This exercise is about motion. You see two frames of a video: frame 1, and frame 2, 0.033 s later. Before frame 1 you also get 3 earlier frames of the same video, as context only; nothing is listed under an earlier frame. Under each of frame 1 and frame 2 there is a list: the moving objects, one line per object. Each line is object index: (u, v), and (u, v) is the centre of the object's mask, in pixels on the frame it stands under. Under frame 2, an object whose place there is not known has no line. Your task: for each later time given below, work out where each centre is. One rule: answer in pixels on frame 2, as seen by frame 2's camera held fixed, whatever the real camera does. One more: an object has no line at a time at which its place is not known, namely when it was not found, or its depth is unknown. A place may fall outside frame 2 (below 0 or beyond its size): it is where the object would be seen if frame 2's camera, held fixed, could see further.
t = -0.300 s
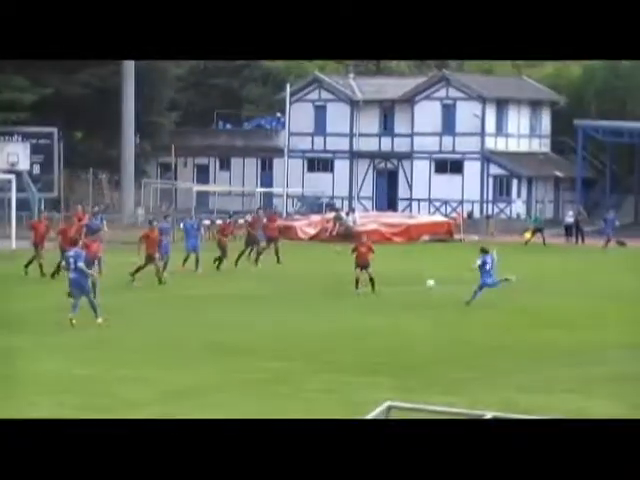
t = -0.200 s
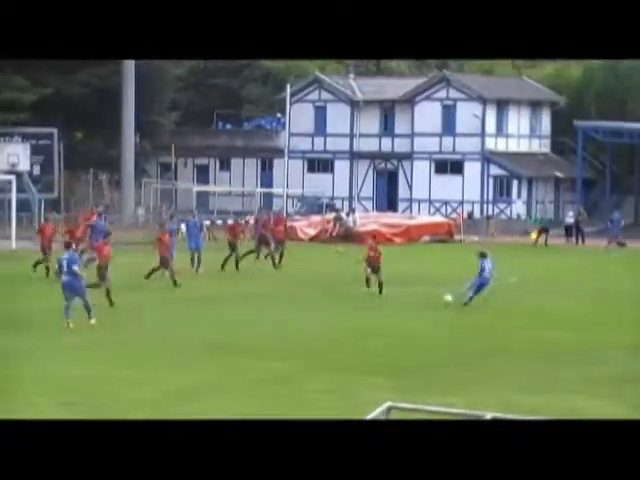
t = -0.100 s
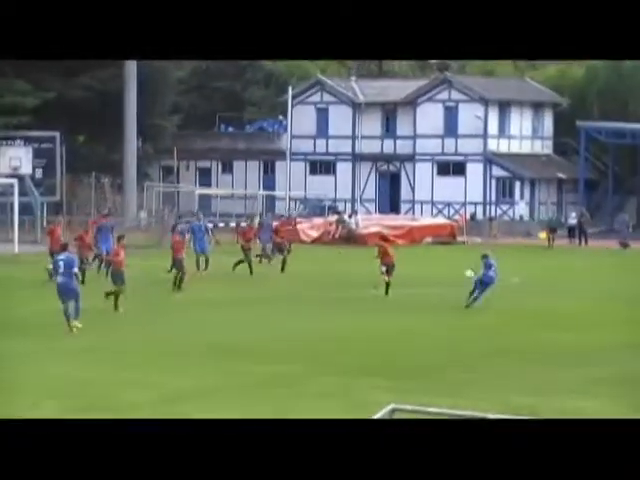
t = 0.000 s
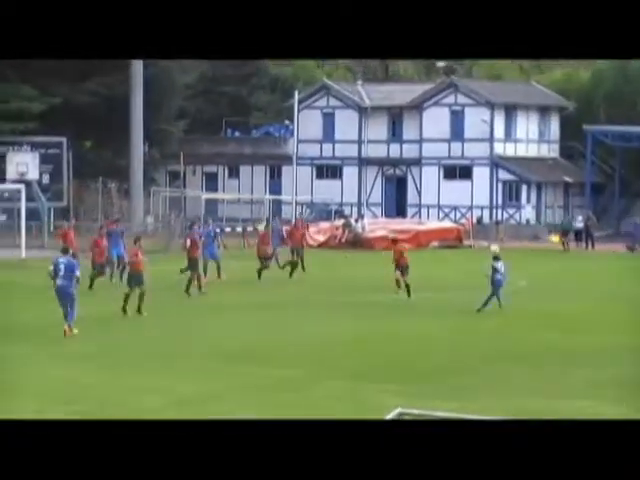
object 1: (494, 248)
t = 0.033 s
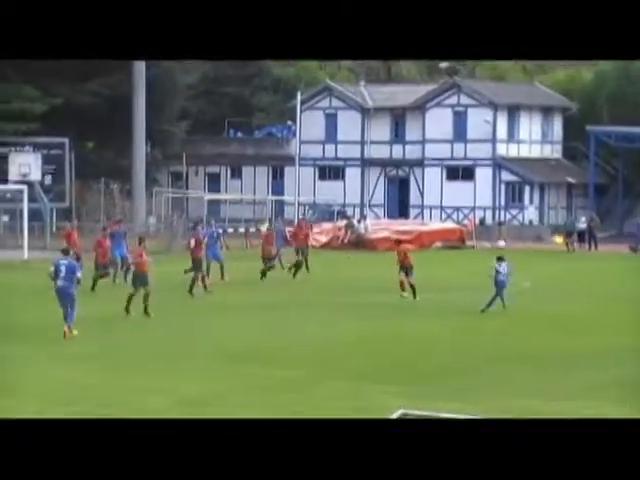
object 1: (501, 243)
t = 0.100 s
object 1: (515, 224)
